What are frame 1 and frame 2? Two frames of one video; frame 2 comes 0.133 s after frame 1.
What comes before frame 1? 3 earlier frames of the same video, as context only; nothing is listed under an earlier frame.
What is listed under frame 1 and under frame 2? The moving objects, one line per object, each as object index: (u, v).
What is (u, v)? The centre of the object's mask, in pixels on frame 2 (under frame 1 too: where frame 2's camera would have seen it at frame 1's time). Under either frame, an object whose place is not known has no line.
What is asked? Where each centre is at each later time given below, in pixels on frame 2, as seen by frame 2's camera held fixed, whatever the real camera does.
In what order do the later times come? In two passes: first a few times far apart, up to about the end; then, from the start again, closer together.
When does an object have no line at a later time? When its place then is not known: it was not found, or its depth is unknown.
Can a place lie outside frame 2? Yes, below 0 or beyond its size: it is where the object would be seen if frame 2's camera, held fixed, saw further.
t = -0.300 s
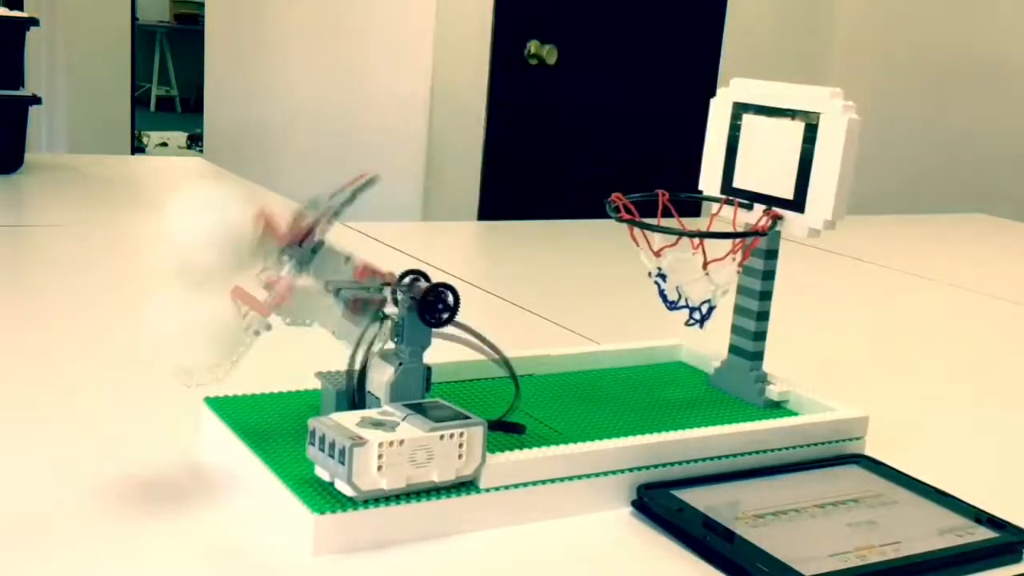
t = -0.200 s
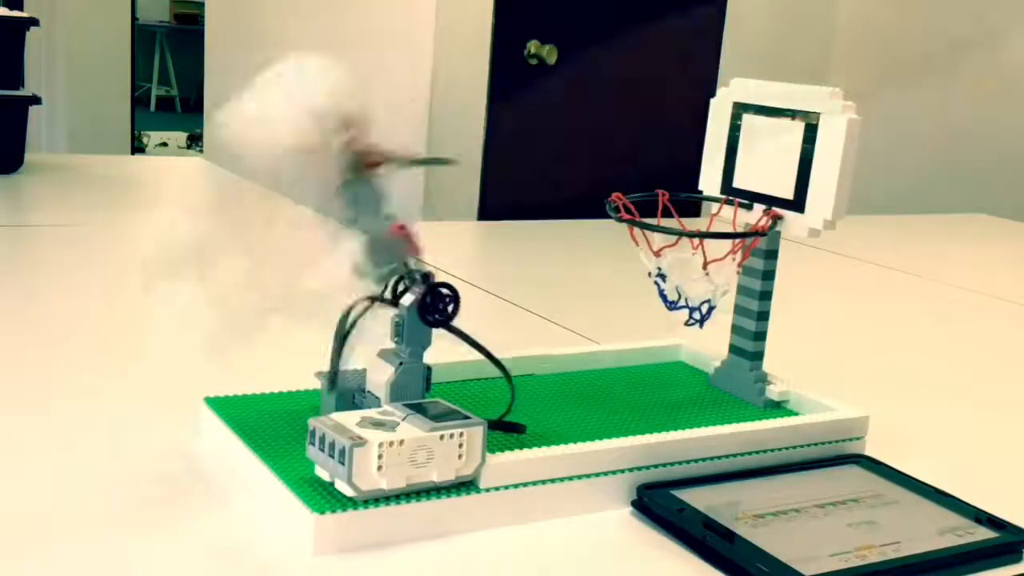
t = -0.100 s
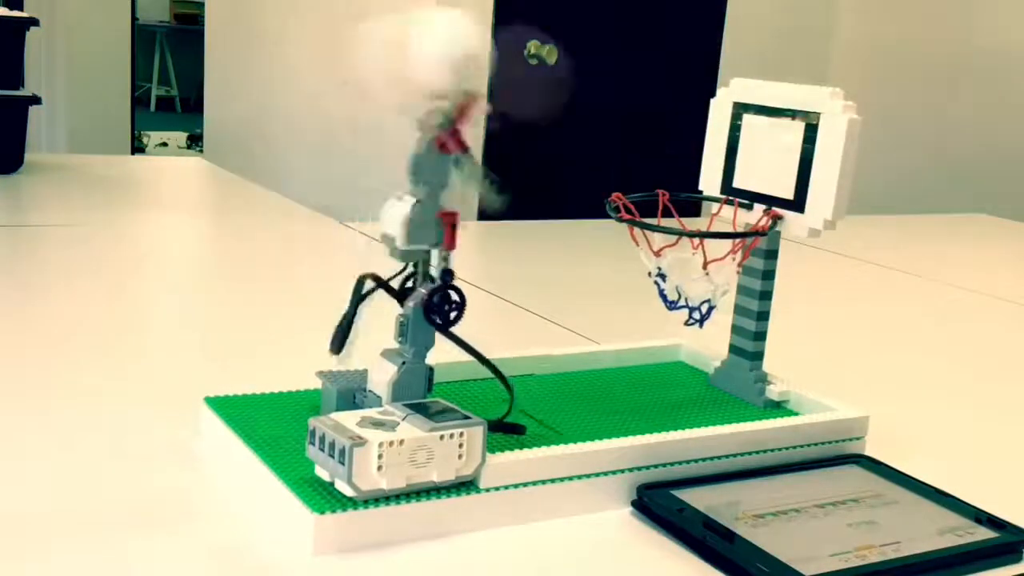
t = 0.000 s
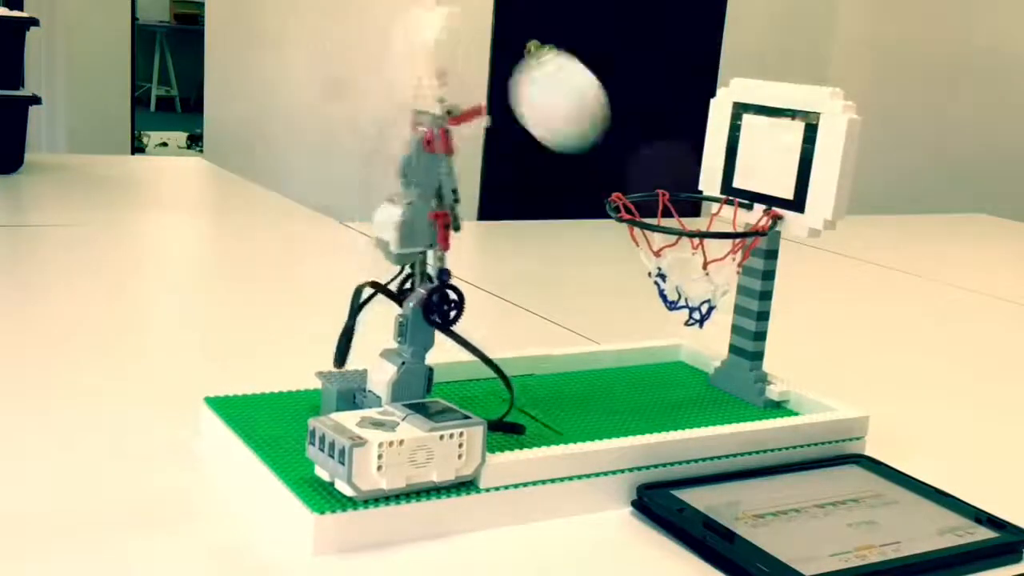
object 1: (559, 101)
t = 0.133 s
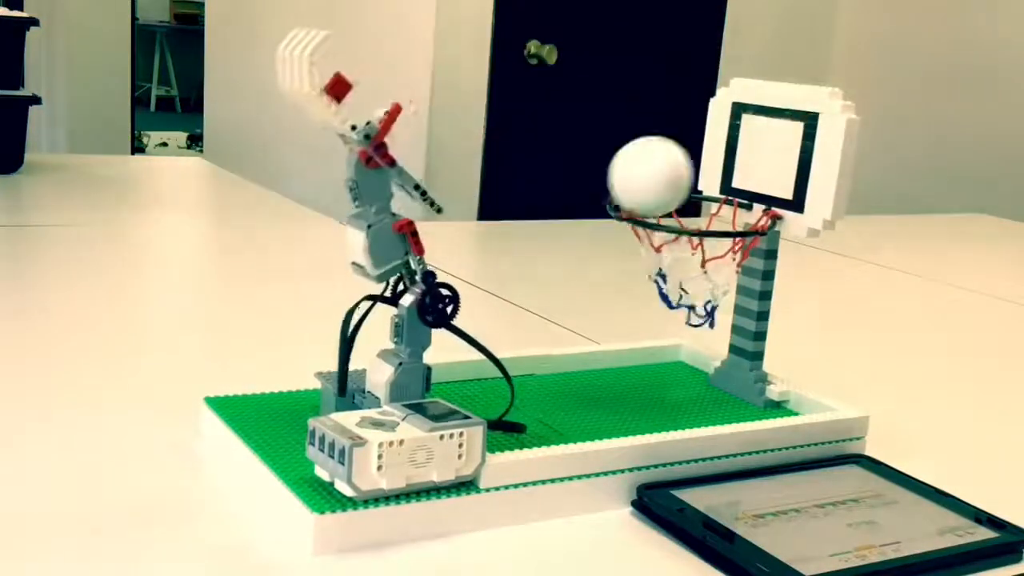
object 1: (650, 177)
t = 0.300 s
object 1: (705, 275)
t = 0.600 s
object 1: (660, 341)
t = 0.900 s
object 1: (665, 342)
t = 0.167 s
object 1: (664, 178)
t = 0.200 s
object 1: (677, 188)
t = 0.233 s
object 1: (690, 203)
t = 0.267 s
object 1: (699, 254)
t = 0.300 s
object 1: (705, 275)
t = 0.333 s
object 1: (707, 286)
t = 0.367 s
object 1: (699, 336)
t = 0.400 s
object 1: (695, 360)
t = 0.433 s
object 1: (691, 354)
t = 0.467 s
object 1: (685, 354)
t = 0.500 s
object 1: (678, 352)
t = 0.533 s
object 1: (672, 348)
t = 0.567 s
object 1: (666, 345)
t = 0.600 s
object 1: (660, 341)
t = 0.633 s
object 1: (660, 338)
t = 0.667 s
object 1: (661, 340)
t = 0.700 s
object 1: (661, 340)
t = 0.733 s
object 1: (661, 340)
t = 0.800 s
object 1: (662, 341)
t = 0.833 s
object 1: (662, 341)
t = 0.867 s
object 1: (664, 342)
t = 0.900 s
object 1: (665, 342)
